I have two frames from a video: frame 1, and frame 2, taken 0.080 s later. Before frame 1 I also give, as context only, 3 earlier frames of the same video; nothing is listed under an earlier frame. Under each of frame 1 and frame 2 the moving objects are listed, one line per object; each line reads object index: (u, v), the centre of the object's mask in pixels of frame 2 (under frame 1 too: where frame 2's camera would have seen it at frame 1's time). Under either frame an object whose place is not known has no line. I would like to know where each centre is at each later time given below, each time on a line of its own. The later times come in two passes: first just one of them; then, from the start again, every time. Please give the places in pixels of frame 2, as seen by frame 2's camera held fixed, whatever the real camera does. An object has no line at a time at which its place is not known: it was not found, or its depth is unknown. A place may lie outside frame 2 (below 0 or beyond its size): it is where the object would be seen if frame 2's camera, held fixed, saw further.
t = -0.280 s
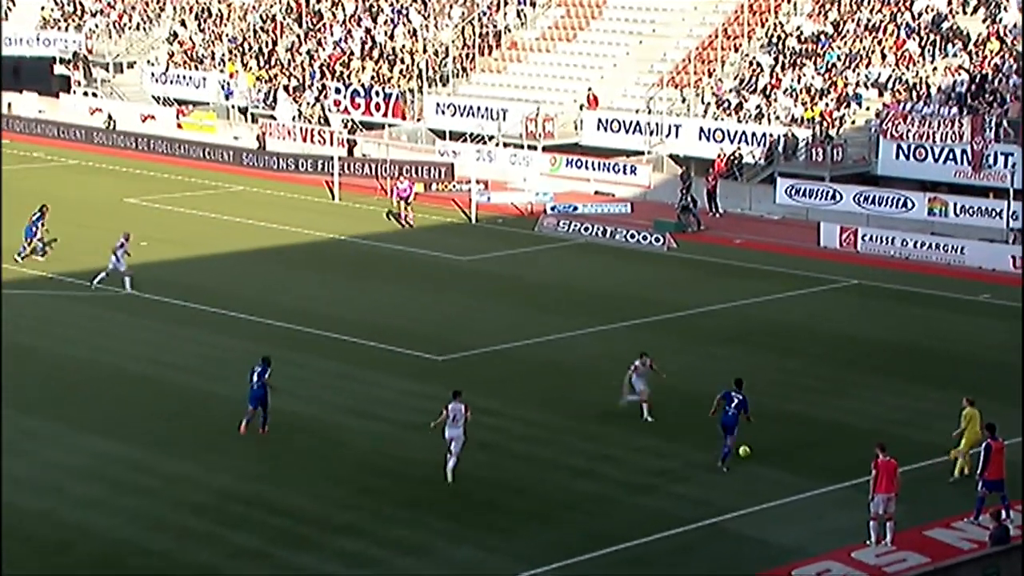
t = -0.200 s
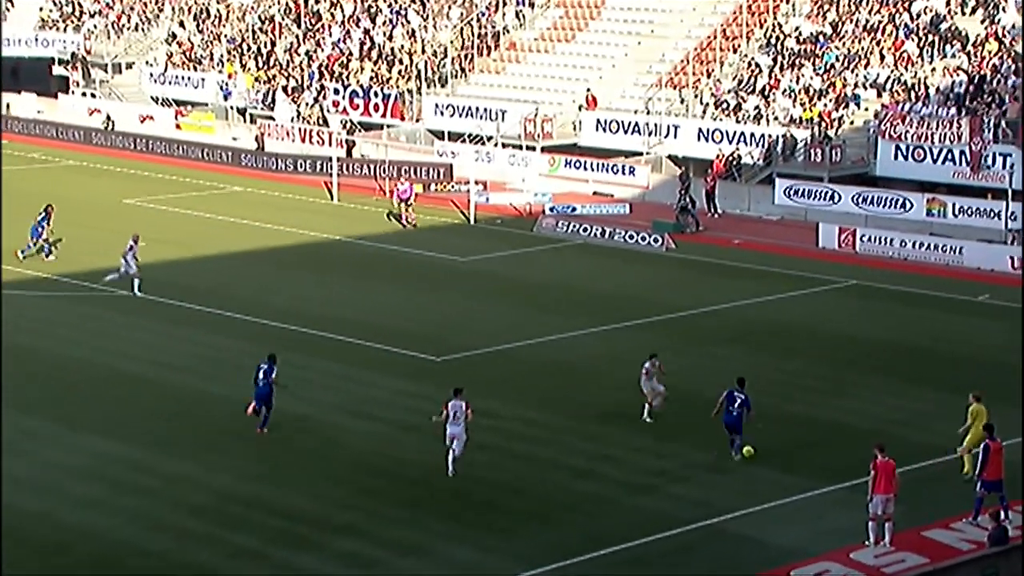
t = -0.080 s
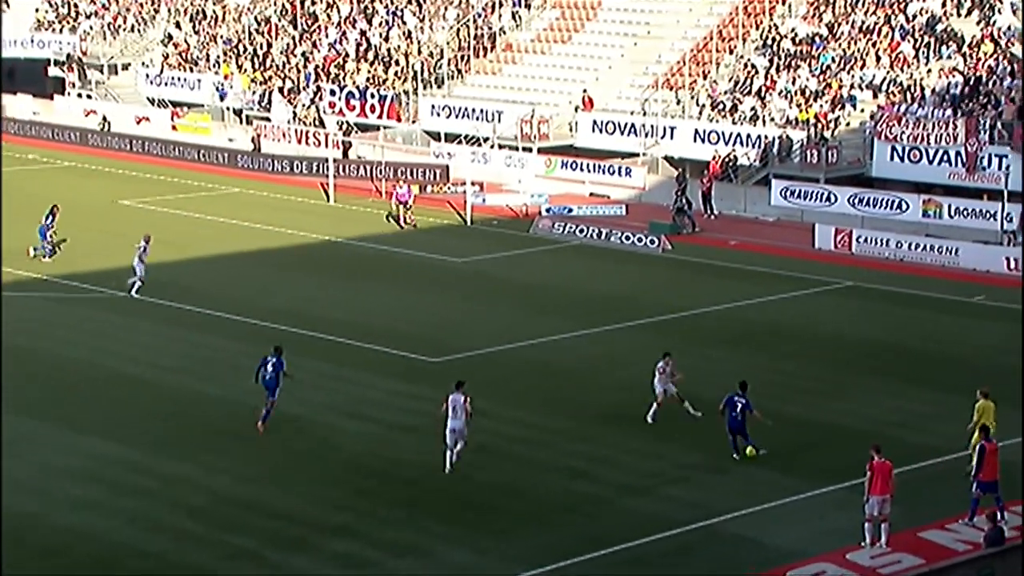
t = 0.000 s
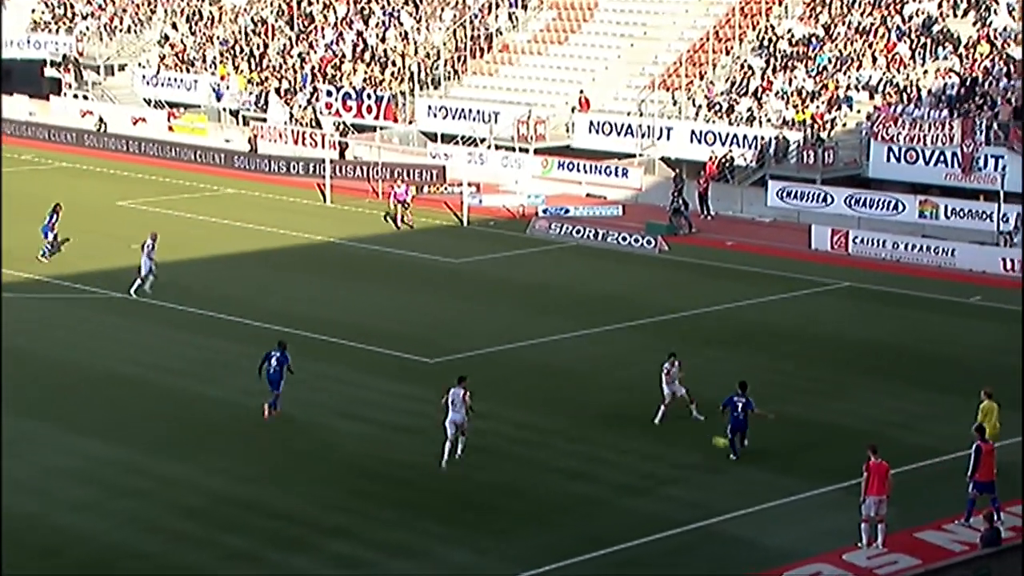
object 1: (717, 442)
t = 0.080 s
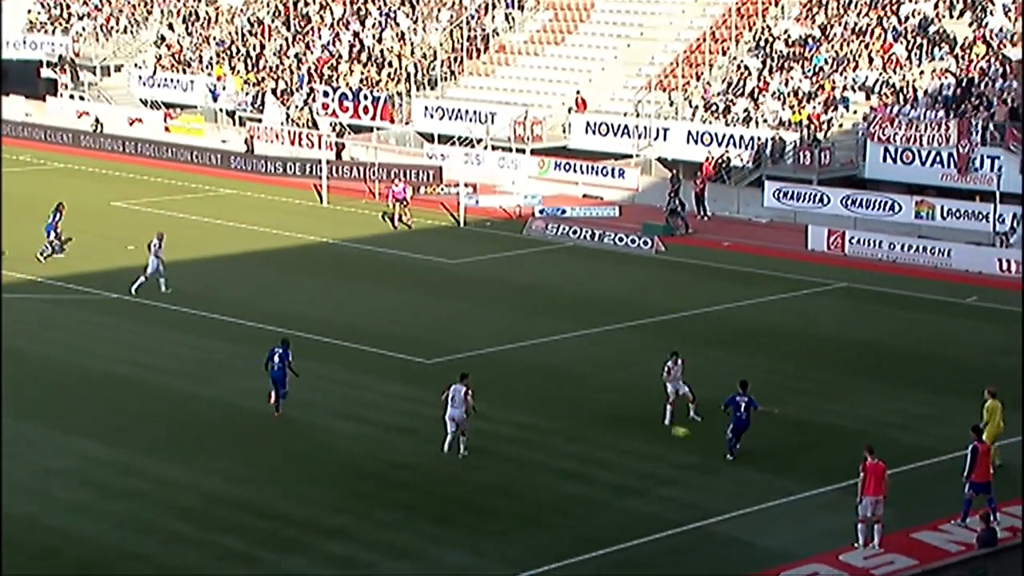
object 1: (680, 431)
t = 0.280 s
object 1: (597, 409)
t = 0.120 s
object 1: (661, 427)
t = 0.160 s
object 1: (644, 422)
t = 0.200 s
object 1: (628, 417)
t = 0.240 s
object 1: (612, 412)
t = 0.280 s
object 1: (597, 409)
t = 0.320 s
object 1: (582, 405)
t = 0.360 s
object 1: (568, 401)
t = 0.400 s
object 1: (554, 397)
